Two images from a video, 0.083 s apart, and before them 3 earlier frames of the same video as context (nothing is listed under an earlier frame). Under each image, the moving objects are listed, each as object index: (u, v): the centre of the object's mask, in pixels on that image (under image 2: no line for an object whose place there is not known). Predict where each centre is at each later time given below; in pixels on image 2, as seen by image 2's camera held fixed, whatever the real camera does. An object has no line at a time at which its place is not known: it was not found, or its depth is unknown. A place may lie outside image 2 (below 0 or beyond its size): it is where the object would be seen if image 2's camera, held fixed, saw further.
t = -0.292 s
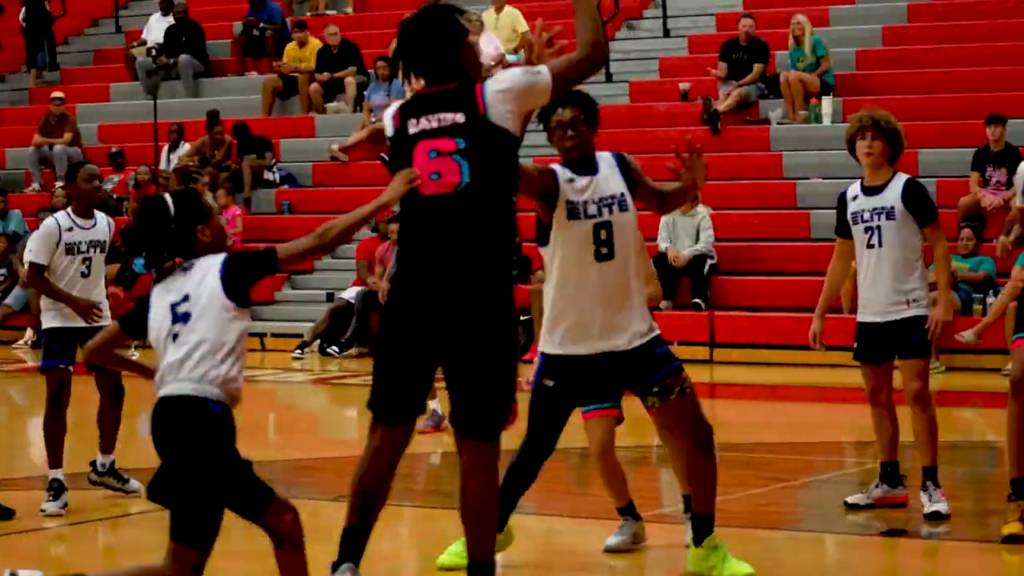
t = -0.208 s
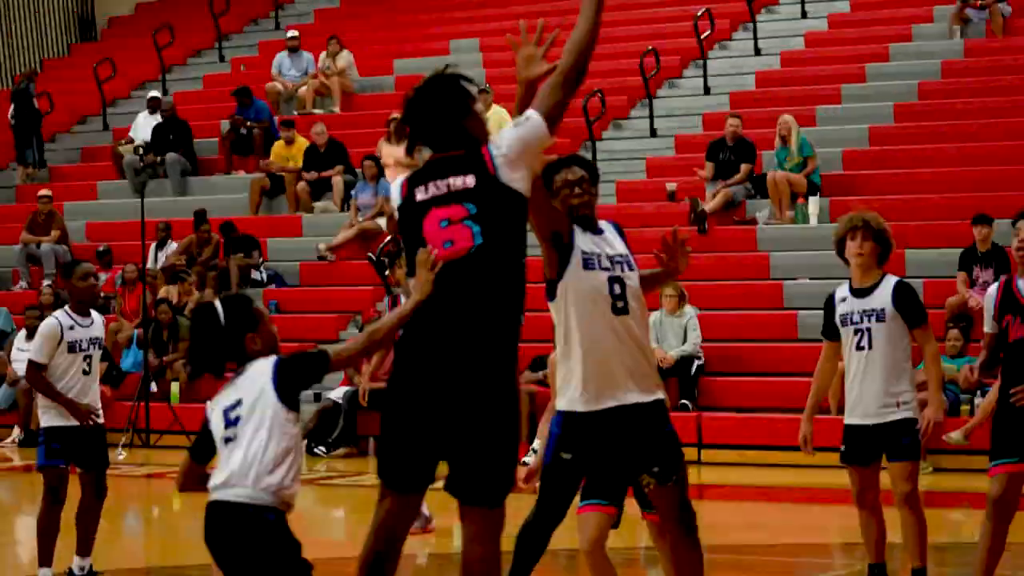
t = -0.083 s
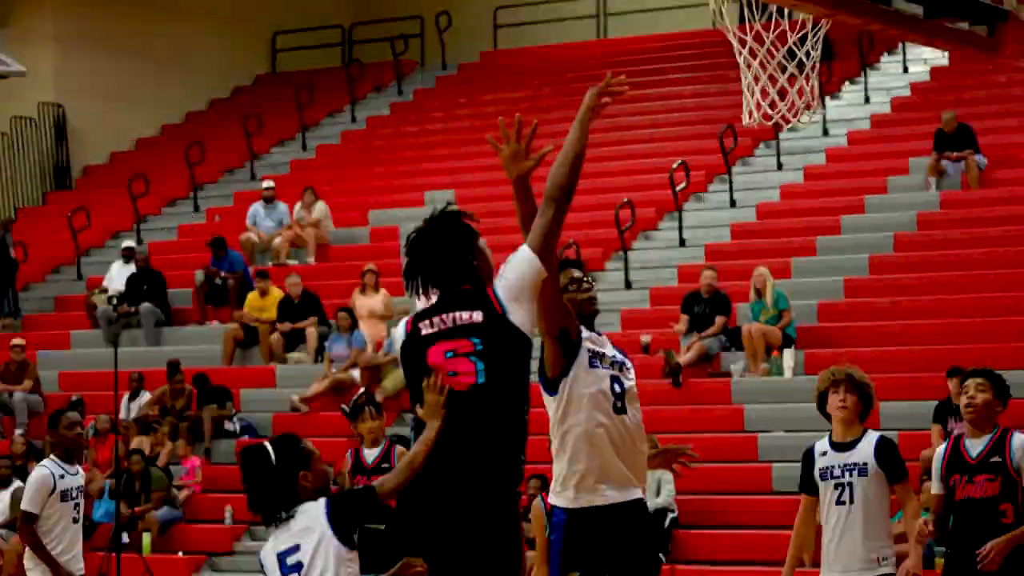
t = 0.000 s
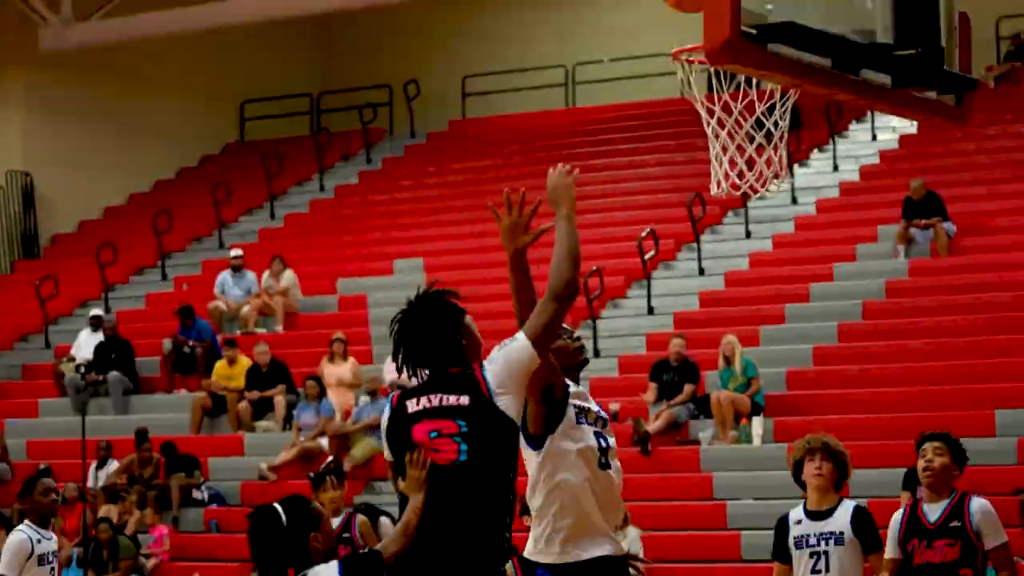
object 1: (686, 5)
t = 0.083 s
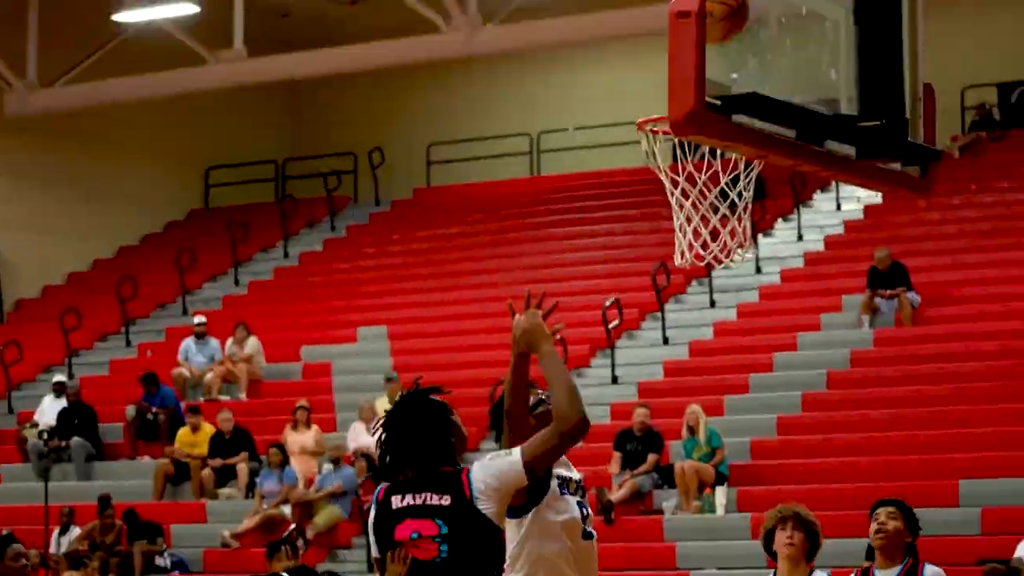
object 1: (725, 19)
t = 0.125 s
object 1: (723, -2)
